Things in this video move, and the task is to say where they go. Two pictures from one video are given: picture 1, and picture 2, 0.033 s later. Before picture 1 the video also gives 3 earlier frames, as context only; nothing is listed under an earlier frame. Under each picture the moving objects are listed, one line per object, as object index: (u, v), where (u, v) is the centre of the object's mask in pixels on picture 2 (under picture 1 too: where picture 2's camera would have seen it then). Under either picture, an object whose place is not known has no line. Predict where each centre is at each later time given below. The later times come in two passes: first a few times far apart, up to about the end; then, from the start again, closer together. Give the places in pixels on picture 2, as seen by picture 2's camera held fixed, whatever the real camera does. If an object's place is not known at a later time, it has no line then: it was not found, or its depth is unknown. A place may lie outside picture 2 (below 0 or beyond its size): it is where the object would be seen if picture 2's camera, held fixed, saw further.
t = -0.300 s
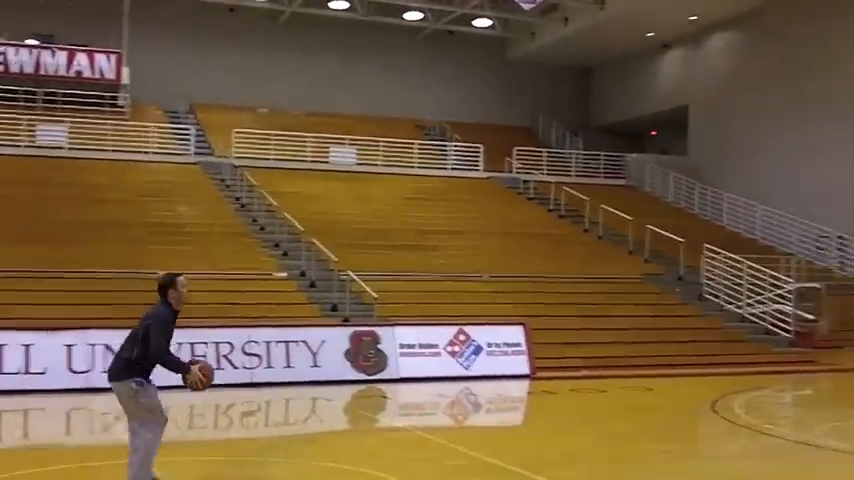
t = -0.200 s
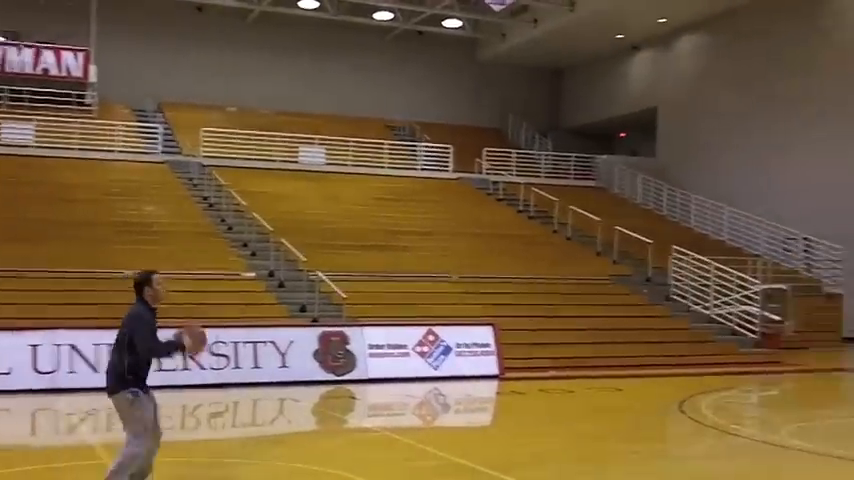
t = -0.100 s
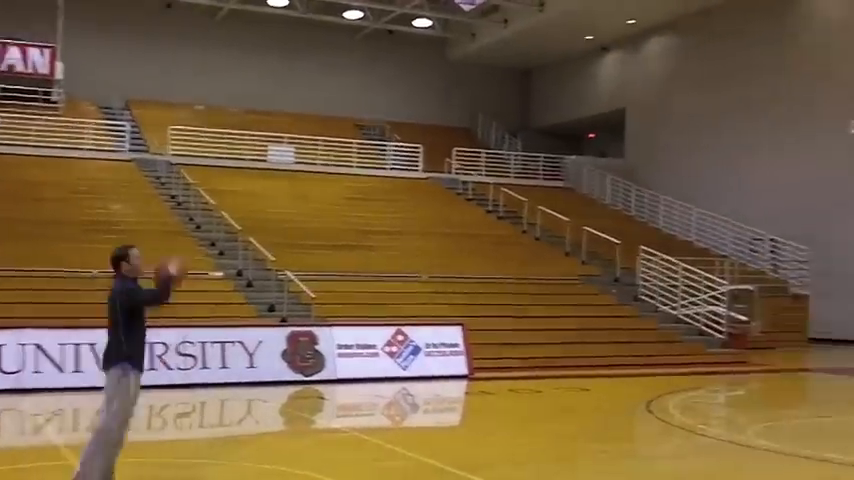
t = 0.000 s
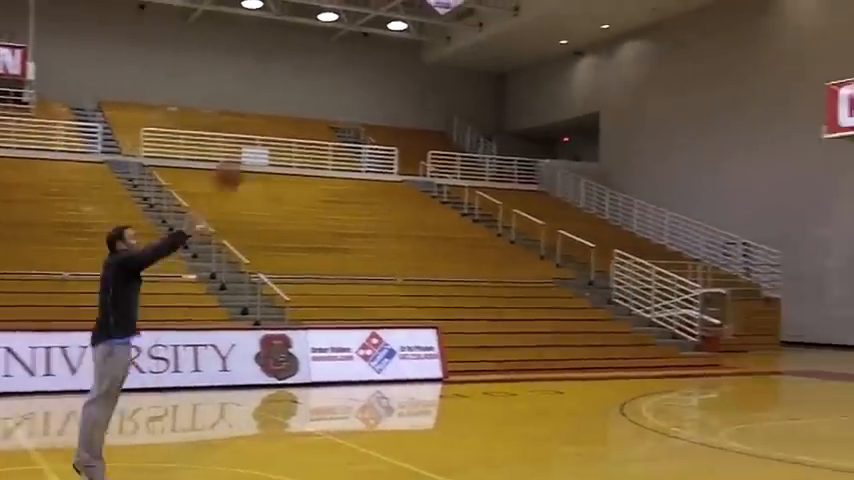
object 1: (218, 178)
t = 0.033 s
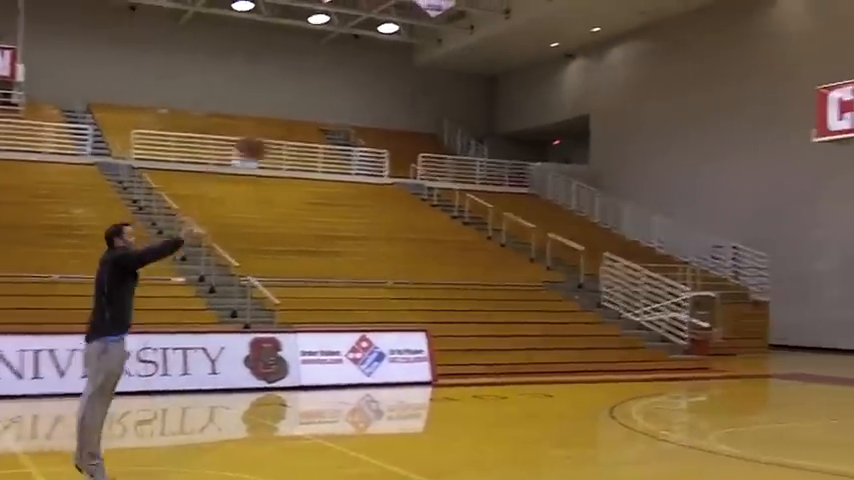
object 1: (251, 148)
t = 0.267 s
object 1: (460, -16)
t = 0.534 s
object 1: (649, -97)
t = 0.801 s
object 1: (801, -103)
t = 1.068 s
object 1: (926, -44)
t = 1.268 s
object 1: (1005, 32)
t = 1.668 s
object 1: (1136, 221)
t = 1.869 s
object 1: (1175, 287)
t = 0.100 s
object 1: (316, 92)
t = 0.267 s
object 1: (460, -16)
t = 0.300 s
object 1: (487, -31)
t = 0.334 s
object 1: (511, -45)
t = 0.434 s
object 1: (584, -77)
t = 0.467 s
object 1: (606, -84)
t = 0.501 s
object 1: (628, -90)
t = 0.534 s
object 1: (649, -97)
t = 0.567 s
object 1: (670, -102)
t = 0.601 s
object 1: (689, -107)
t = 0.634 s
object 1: (710, -110)
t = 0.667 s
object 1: (729, -110)
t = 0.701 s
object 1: (748, -109)
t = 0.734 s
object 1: (766, -108)
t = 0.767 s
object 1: (784, -106)
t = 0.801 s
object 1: (801, -103)
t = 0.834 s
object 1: (818, -99)
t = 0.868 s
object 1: (834, -93)
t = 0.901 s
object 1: (851, -87)
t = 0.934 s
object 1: (866, -80)
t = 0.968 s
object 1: (882, -73)
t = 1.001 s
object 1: (897, -64)
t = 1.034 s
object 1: (912, -55)
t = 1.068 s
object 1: (926, -44)
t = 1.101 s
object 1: (941, -34)
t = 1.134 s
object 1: (955, -22)
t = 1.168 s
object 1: (967, -11)
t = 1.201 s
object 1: (980, 2)
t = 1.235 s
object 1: (993, 16)
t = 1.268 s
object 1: (1005, 32)
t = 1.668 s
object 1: (1136, 221)
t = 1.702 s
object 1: (1142, 232)
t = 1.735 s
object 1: (1149, 240)
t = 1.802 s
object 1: (1162, 262)
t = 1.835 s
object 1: (1166, 273)
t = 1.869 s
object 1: (1175, 287)
